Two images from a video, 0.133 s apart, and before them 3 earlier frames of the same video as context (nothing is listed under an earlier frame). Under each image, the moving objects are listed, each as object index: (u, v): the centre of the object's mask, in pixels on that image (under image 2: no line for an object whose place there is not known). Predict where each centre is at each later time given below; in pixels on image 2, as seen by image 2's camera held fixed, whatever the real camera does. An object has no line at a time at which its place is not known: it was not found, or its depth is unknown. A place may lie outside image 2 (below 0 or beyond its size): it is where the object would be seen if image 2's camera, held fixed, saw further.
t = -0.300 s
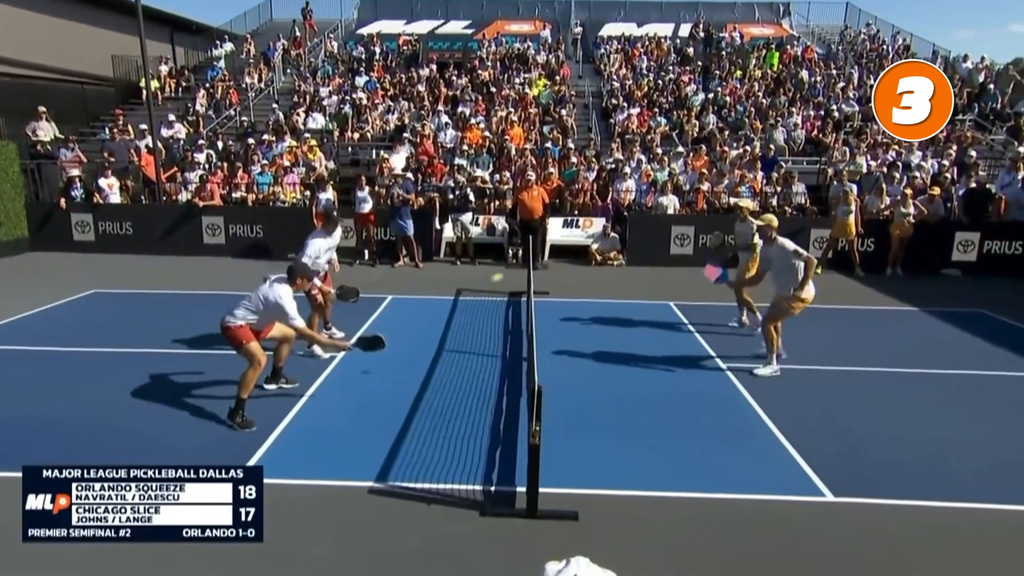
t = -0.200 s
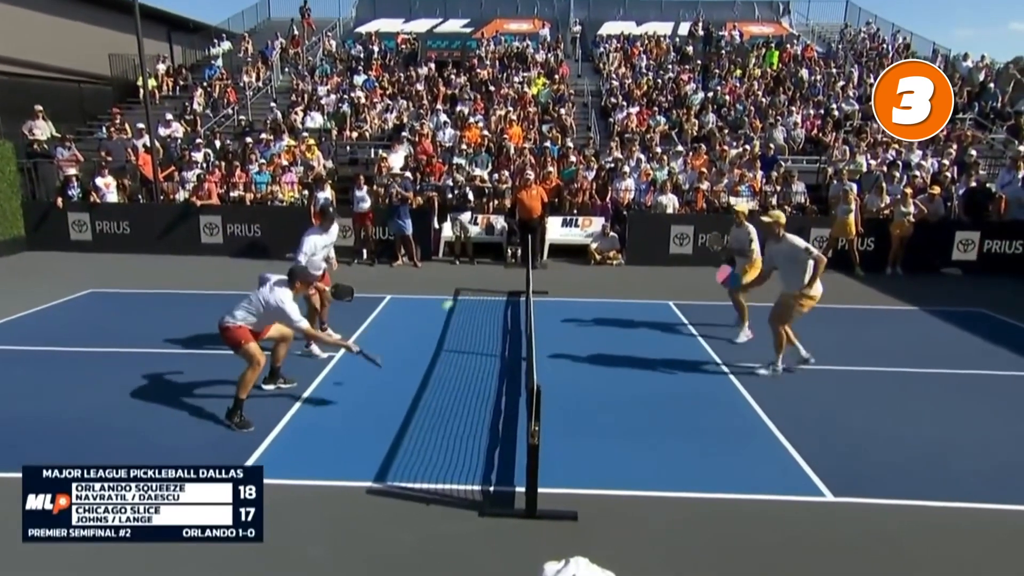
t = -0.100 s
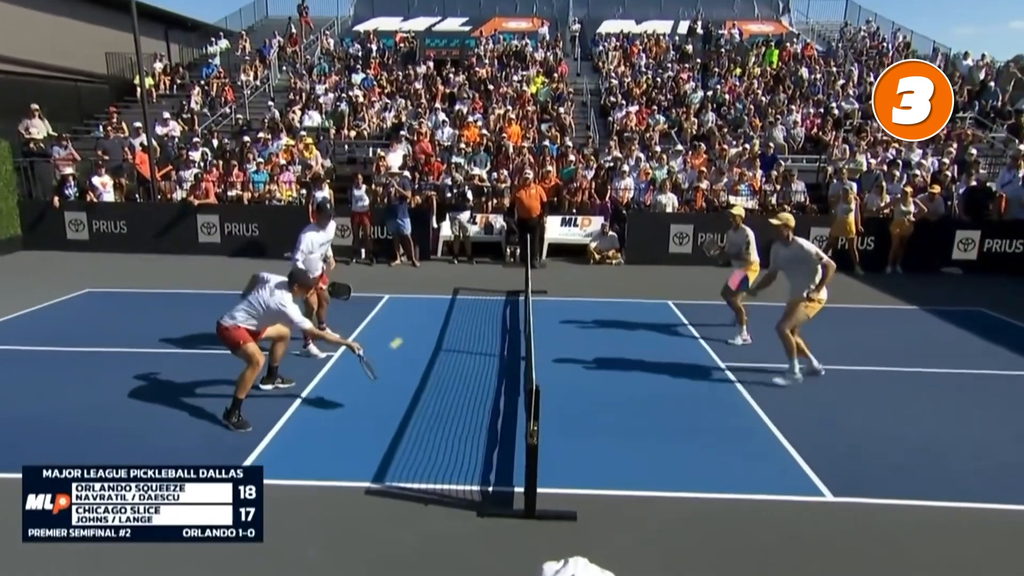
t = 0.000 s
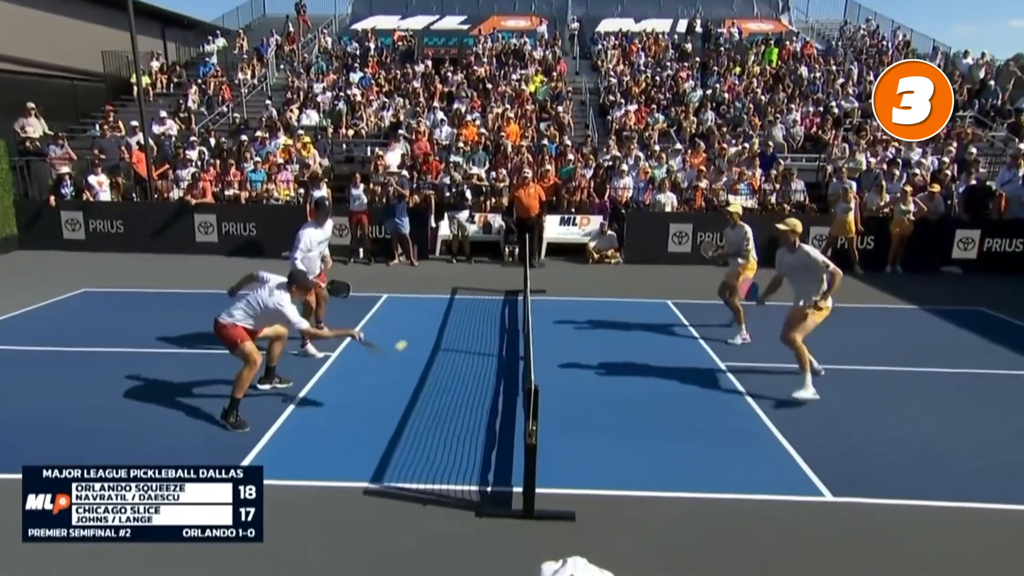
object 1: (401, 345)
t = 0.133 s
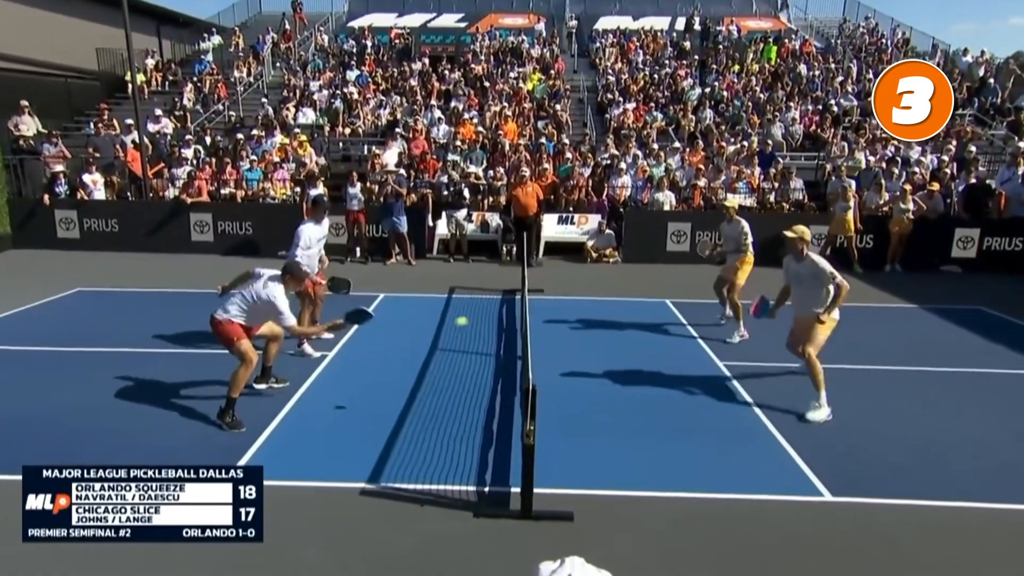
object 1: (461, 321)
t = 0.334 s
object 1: (559, 325)
